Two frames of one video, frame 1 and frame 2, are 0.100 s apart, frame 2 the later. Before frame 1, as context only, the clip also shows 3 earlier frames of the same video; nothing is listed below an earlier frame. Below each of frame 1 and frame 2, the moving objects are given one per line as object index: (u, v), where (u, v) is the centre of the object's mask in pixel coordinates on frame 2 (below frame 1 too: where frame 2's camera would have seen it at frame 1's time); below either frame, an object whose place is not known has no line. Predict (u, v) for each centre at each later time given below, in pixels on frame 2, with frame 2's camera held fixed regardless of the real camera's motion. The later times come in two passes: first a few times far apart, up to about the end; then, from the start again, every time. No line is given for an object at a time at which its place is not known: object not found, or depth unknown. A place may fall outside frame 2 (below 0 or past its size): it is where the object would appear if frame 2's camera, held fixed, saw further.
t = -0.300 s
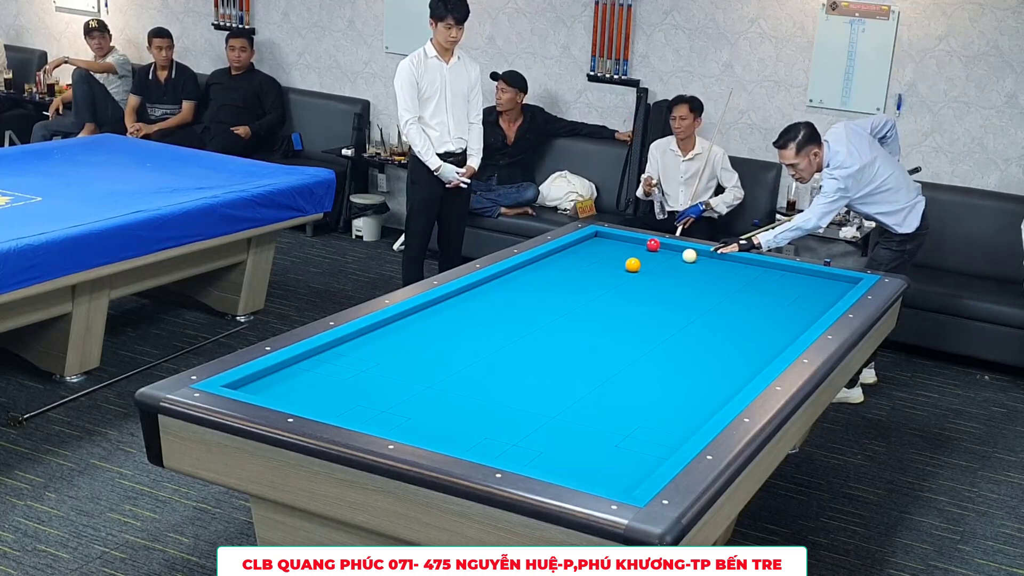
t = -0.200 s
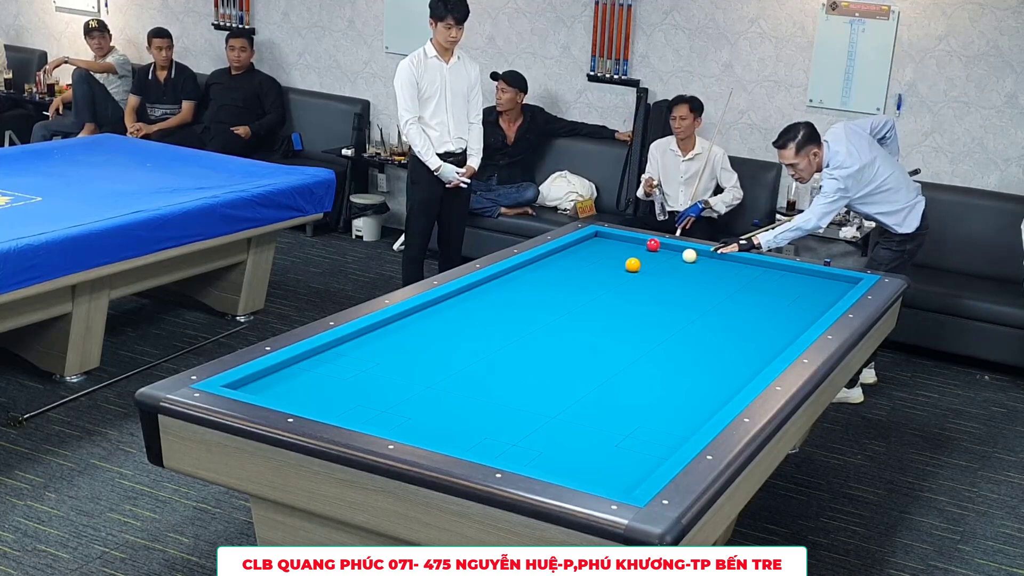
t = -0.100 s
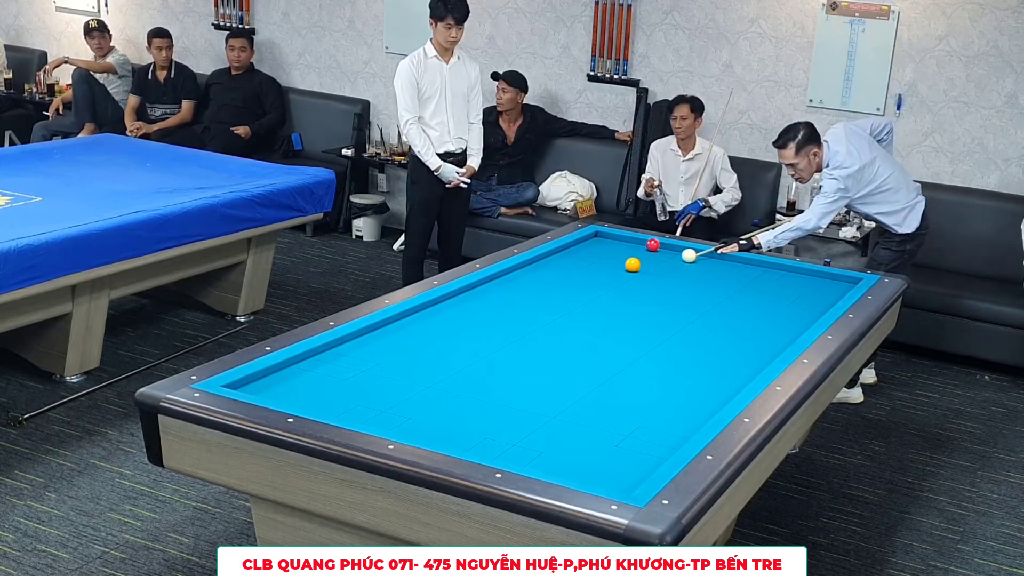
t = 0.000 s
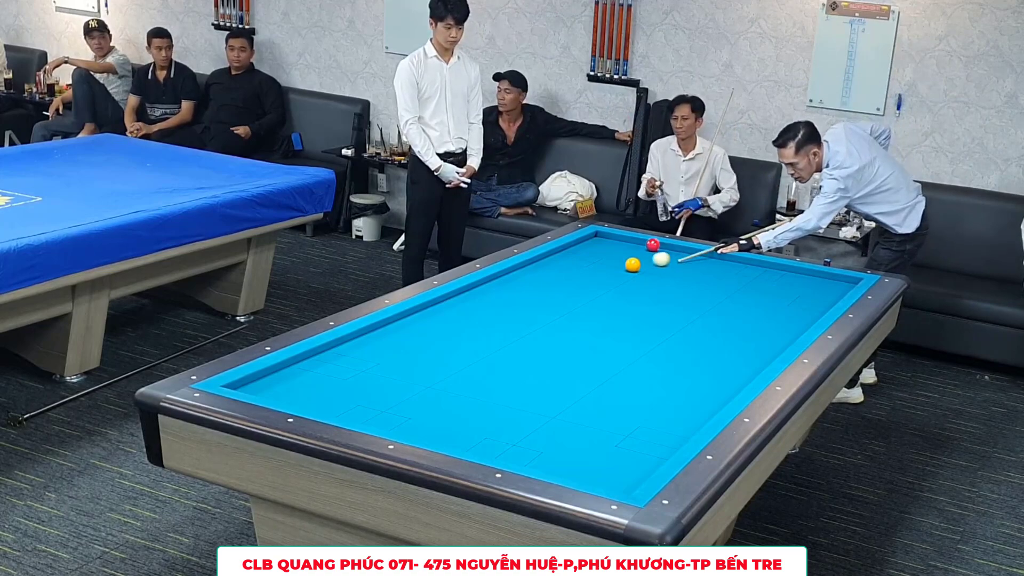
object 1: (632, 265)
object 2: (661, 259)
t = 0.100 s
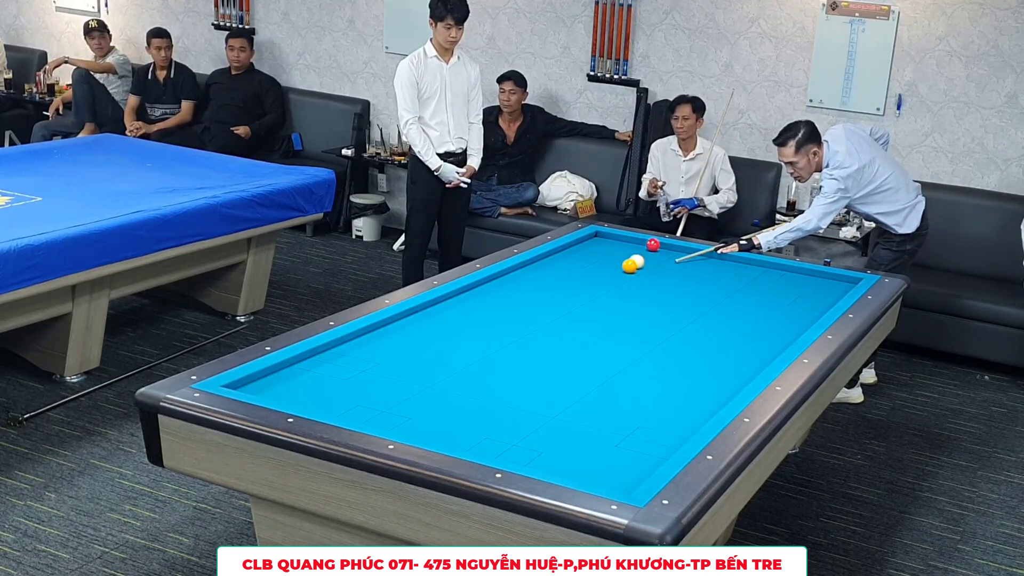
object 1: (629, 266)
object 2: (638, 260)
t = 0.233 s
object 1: (612, 273)
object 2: (624, 259)
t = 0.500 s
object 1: (579, 287)
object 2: (606, 254)
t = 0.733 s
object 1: (549, 299)
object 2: (590, 250)
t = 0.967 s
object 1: (516, 313)
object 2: (575, 246)
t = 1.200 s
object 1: (480, 328)
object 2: (582, 246)
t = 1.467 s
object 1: (435, 346)
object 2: (595, 246)
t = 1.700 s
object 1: (391, 365)
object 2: (606, 246)
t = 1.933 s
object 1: (343, 384)
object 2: (617, 246)
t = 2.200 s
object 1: (300, 400)
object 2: (629, 246)
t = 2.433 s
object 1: (327, 386)
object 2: (638, 247)
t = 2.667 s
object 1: (349, 373)
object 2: (647, 247)
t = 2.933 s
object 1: (373, 360)
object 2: (654, 248)
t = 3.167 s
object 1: (391, 349)
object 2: (660, 249)
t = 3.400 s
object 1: (409, 339)
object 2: (666, 250)
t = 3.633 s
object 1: (425, 330)
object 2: (671, 251)
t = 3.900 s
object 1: (442, 320)
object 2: (676, 252)
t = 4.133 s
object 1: (455, 313)
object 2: (680, 252)
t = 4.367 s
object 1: (468, 305)
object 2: (684, 253)
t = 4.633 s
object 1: (482, 298)
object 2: (688, 254)
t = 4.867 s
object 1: (493, 291)
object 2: (691, 254)
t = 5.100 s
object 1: (504, 285)
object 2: (694, 254)
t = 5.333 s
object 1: (514, 280)
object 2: (696, 255)
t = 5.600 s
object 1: (525, 274)
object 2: (698, 255)
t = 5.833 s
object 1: (533, 269)
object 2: (699, 255)
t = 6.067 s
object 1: (542, 265)
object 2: (699, 256)
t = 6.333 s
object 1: (550, 260)
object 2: (700, 256)
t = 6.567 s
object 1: (557, 256)
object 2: (700, 256)
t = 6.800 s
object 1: (565, 252)
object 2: (700, 256)
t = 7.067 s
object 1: (573, 248)
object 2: (700, 256)
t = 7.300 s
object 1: (579, 245)
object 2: (700, 256)
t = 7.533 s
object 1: (585, 242)
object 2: (700, 256)
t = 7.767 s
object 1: (591, 239)
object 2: (700, 256)
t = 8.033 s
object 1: (597, 236)
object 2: (700, 256)
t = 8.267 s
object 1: (599, 234)
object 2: (700, 256)
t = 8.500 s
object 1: (596, 236)
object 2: (700, 256)
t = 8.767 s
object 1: (592, 237)
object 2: (700, 256)
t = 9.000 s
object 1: (589, 239)
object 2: (700, 256)
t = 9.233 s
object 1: (587, 240)
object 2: (700, 256)
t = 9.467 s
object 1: (584, 241)
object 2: (700, 256)
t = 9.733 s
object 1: (582, 242)
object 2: (700, 256)
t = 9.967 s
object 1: (579, 244)
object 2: (700, 256)
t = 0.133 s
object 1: (625, 268)
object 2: (634, 260)
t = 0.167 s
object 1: (620, 270)
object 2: (630, 260)
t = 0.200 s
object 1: (616, 272)
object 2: (627, 259)
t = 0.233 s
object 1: (612, 273)
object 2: (624, 259)
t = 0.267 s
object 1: (608, 275)
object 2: (622, 258)
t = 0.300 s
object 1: (603, 277)
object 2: (619, 258)
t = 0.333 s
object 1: (599, 278)
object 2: (617, 257)
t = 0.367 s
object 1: (596, 280)
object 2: (615, 256)
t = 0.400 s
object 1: (592, 282)
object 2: (613, 256)
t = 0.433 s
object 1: (587, 283)
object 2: (610, 255)
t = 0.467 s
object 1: (583, 285)
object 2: (608, 255)
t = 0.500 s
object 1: (579, 287)
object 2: (606, 254)
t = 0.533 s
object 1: (575, 288)
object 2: (604, 253)
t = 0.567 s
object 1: (571, 290)
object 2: (601, 253)
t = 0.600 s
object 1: (566, 292)
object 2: (599, 252)
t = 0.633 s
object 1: (562, 294)
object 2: (597, 252)
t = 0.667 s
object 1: (557, 296)
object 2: (595, 251)
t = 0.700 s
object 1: (553, 298)
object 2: (593, 251)
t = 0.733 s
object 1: (549, 299)
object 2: (590, 250)
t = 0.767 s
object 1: (544, 301)
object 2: (588, 249)
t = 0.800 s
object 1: (539, 303)
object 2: (586, 249)
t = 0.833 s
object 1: (535, 305)
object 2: (584, 248)
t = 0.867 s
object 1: (530, 307)
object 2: (582, 248)
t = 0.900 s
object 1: (525, 309)
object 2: (580, 247)
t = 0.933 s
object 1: (521, 311)
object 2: (578, 247)
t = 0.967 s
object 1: (516, 313)
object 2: (575, 246)
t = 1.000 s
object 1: (511, 315)
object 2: (574, 246)
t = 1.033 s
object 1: (506, 317)
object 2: (573, 245)
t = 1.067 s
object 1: (501, 319)
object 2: (575, 245)
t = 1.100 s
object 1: (495, 321)
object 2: (577, 245)
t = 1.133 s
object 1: (490, 324)
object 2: (579, 246)
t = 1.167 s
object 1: (485, 326)
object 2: (580, 246)
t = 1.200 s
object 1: (480, 328)
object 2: (582, 246)
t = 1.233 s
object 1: (474, 330)
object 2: (584, 246)
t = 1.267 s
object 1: (469, 332)
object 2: (585, 246)
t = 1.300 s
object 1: (463, 335)
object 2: (587, 246)
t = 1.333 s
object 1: (458, 337)
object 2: (589, 246)
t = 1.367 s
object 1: (452, 339)
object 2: (591, 246)
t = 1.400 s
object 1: (446, 342)
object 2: (592, 246)
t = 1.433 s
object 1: (441, 344)
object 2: (594, 246)
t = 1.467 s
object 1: (435, 346)
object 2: (595, 246)
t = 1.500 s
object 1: (429, 349)
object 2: (597, 246)
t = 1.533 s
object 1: (423, 352)
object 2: (599, 246)
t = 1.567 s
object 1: (416, 354)
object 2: (600, 246)
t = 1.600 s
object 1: (410, 357)
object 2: (602, 246)
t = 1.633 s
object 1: (404, 359)
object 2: (603, 246)
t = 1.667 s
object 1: (398, 362)
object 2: (605, 246)
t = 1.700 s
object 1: (391, 365)
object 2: (606, 246)
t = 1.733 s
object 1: (384, 367)
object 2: (608, 246)
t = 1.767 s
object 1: (378, 370)
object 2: (610, 246)
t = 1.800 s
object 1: (371, 373)
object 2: (611, 246)
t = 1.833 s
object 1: (364, 376)
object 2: (613, 246)
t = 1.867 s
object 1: (357, 378)
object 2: (614, 246)
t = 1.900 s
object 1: (350, 381)
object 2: (616, 246)
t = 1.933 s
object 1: (343, 384)
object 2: (617, 246)
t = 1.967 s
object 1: (335, 387)
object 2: (619, 246)
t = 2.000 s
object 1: (328, 390)
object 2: (620, 246)
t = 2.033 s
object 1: (321, 393)
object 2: (622, 246)
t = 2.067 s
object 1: (313, 397)
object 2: (623, 246)
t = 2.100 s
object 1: (306, 399)
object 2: (624, 246)
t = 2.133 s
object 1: (298, 400)
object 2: (626, 246)
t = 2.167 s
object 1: (295, 401)
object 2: (627, 246)
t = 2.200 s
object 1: (300, 400)
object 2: (629, 246)
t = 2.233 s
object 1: (305, 398)
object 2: (630, 246)
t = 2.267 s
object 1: (309, 396)
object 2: (631, 247)
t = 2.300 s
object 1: (313, 394)
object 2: (633, 247)
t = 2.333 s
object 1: (317, 392)
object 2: (634, 247)
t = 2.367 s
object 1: (320, 390)
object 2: (636, 247)
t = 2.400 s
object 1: (323, 388)
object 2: (637, 247)
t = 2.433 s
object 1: (327, 386)
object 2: (638, 247)
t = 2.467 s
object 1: (330, 384)
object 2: (640, 247)
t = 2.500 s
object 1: (334, 382)
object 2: (641, 247)
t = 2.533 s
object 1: (337, 381)
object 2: (642, 247)
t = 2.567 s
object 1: (340, 379)
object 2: (643, 247)
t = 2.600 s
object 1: (343, 377)
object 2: (645, 247)
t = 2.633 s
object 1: (346, 375)
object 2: (646, 247)
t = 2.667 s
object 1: (349, 373)
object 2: (647, 247)
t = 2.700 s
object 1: (352, 372)
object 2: (648, 247)
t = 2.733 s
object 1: (355, 370)
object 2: (649, 247)
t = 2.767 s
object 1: (358, 368)
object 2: (650, 248)
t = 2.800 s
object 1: (361, 367)
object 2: (650, 248)
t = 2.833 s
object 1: (364, 365)
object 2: (651, 248)
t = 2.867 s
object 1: (367, 363)
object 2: (652, 248)
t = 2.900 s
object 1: (370, 362)
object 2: (653, 248)
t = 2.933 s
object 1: (373, 360)
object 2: (654, 248)
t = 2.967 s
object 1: (375, 358)
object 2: (655, 248)
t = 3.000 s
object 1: (378, 357)
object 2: (656, 248)
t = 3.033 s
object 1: (381, 355)
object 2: (657, 249)
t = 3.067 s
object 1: (383, 354)
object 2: (658, 249)
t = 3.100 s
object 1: (386, 352)
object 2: (659, 249)
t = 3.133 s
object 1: (389, 351)
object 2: (659, 249)
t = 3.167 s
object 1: (391, 349)
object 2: (660, 249)
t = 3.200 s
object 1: (394, 348)
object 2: (661, 249)
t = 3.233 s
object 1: (396, 346)
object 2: (662, 250)
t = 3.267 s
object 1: (399, 345)
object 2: (662, 250)
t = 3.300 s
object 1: (401, 343)
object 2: (663, 250)
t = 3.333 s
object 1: (404, 342)
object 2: (664, 250)
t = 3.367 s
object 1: (406, 341)
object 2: (665, 250)
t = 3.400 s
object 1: (409, 339)
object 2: (666, 250)
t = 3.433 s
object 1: (411, 338)
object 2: (666, 250)
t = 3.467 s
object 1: (413, 337)
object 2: (667, 250)
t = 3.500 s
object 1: (416, 335)
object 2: (668, 250)
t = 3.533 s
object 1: (418, 334)
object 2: (669, 251)
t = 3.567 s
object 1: (420, 333)
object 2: (669, 251)
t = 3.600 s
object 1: (422, 331)
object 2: (670, 251)
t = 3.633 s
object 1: (425, 330)
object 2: (671, 251)
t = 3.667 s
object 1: (427, 329)
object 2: (671, 251)
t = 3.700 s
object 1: (429, 328)
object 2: (672, 251)
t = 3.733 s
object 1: (431, 326)
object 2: (673, 251)
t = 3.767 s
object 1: (433, 325)
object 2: (673, 251)
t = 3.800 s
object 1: (435, 324)
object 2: (674, 251)
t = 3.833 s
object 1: (437, 323)
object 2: (675, 252)
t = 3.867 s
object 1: (440, 321)
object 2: (676, 252)
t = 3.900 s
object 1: (442, 320)
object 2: (676, 252)
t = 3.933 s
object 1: (444, 319)
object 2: (677, 252)
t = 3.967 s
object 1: (446, 318)
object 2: (677, 252)
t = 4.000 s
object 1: (448, 317)
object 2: (678, 252)
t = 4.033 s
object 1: (450, 316)
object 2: (679, 252)
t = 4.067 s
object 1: (452, 315)
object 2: (679, 252)
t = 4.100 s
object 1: (454, 314)
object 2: (680, 252)
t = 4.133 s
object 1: (455, 313)
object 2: (680, 252)
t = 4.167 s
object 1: (457, 312)
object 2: (681, 253)
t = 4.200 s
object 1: (459, 311)
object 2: (682, 253)
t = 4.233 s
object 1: (461, 310)
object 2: (682, 253)
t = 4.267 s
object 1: (463, 308)
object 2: (683, 253)
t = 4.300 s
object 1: (465, 307)
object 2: (683, 253)
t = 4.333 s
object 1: (467, 306)
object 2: (684, 253)
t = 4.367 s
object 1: (468, 305)
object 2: (684, 253)
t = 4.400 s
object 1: (470, 304)
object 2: (685, 253)
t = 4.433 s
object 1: (472, 303)
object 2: (685, 253)
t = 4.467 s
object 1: (473, 302)
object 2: (686, 253)
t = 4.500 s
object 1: (475, 301)
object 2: (686, 253)
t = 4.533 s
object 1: (477, 300)
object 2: (687, 254)
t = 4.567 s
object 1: (479, 299)
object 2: (687, 254)
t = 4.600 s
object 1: (480, 299)
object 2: (688, 254)
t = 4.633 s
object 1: (482, 298)
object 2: (688, 254)
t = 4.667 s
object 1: (484, 297)
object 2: (689, 254)
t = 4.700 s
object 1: (485, 296)
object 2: (689, 254)
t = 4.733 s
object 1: (487, 295)
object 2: (690, 254)
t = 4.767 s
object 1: (488, 294)
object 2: (690, 254)
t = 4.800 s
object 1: (490, 293)
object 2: (690, 254)
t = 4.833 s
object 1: (492, 292)
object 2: (691, 254)
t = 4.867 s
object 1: (493, 291)
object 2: (691, 254)
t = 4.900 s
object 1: (495, 290)
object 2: (692, 254)
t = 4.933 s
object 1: (496, 289)
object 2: (692, 254)
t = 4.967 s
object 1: (498, 289)
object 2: (692, 254)
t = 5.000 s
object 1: (499, 288)
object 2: (693, 254)
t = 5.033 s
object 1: (501, 287)
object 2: (693, 254)
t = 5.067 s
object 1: (502, 286)
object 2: (693, 255)
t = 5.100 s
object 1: (504, 285)
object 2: (694, 254)
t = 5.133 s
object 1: (505, 285)
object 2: (694, 254)
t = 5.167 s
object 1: (507, 284)
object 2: (694, 254)
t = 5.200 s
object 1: (508, 283)
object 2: (695, 255)
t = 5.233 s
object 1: (509, 282)
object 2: (695, 255)
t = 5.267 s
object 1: (511, 281)
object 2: (695, 255)
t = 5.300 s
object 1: (512, 281)
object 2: (696, 255)
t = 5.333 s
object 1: (514, 280)
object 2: (696, 255)
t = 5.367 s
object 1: (515, 279)
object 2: (696, 255)
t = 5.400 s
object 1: (516, 278)
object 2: (696, 255)
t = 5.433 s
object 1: (518, 278)
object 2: (696, 255)
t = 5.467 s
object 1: (519, 277)
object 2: (697, 255)
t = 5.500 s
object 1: (521, 276)
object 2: (697, 255)
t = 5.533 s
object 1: (522, 275)
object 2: (697, 255)
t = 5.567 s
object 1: (523, 275)
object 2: (698, 255)
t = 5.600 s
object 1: (525, 274)
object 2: (698, 255)
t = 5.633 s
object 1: (526, 273)
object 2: (698, 255)
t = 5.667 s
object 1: (527, 273)
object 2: (698, 255)
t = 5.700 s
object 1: (528, 272)
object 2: (698, 255)
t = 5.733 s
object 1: (530, 271)
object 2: (698, 255)
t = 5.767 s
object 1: (531, 270)
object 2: (698, 255)
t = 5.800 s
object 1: (532, 270)
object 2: (699, 255)
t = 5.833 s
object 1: (533, 269)
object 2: (699, 255)
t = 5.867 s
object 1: (535, 268)
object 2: (699, 255)
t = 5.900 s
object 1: (536, 268)
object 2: (699, 255)
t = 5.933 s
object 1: (537, 267)
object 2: (699, 255)
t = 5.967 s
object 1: (538, 267)
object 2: (699, 256)
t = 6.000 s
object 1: (539, 266)
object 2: (699, 256)
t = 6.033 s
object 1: (541, 265)
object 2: (699, 256)
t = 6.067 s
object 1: (542, 265)
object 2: (699, 256)
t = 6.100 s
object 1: (543, 264)
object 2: (700, 256)
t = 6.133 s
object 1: (544, 263)
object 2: (700, 255)
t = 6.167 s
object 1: (545, 263)
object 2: (699, 256)
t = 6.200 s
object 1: (546, 262)
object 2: (699, 256)
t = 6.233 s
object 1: (547, 262)
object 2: (700, 256)
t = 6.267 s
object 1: (548, 261)
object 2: (699, 256)
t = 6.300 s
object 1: (549, 260)
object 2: (700, 256)
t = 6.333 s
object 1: (550, 260)
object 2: (700, 256)
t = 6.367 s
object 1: (551, 259)
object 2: (700, 256)
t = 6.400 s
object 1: (552, 259)
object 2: (700, 256)
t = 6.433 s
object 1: (553, 258)
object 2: (700, 256)
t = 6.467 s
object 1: (555, 257)
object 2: (700, 256)
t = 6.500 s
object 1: (556, 257)
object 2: (700, 256)
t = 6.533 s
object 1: (557, 256)
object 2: (700, 256)
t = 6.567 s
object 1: (557, 256)
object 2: (700, 256)
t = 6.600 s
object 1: (559, 255)
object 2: (700, 256)
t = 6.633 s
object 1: (559, 255)
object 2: (700, 256)
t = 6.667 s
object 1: (561, 254)
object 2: (700, 256)
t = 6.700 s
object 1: (562, 254)
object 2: (700, 256)
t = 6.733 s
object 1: (563, 253)
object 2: (700, 256)
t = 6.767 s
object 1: (564, 253)
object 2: (700, 256)
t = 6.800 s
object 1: (565, 252)
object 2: (700, 256)
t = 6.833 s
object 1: (566, 252)
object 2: (700, 256)
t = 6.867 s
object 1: (567, 251)
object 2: (700, 256)
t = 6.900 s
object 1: (568, 251)
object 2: (700, 256)
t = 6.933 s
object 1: (569, 250)
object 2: (700, 256)
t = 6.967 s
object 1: (569, 250)
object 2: (700, 256)
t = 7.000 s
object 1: (570, 249)
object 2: (700, 256)
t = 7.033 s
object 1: (572, 248)
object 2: (700, 256)
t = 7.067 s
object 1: (573, 248)
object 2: (700, 256)
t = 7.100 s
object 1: (574, 248)
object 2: (700, 256)
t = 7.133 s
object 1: (574, 247)
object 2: (700, 256)
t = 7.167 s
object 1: (575, 247)
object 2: (700, 256)
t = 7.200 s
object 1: (576, 246)
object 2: (700, 256)
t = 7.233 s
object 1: (577, 246)
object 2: (700, 256)
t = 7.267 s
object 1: (578, 245)
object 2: (700, 256)
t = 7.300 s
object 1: (579, 245)
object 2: (700, 256)
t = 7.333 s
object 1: (580, 244)
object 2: (700, 256)
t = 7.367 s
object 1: (581, 244)
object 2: (700, 256)
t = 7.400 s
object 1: (582, 244)
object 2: (700, 256)
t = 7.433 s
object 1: (583, 243)
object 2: (700, 256)
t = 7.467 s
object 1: (584, 242)
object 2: (700, 256)
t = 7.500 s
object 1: (584, 242)
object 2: (700, 256)
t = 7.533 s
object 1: (585, 242)
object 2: (700, 256)
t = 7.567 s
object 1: (586, 241)
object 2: (700, 256)
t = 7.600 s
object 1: (587, 241)
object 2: (700, 256)
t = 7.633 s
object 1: (588, 240)
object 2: (700, 256)
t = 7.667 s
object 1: (588, 240)
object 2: (700, 256)
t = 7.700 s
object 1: (589, 240)
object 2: (700, 256)
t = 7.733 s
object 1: (590, 239)
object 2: (700, 256)
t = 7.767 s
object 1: (591, 239)
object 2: (700, 256)
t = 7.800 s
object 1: (592, 238)
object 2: (700, 256)
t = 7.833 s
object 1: (593, 238)
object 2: (700, 256)
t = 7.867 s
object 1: (593, 237)
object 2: (700, 256)
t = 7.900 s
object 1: (594, 237)
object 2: (700, 256)
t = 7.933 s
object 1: (595, 237)
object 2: (700, 256)
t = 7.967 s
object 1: (596, 236)
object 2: (700, 256)
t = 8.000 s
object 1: (596, 236)
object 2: (700, 256)
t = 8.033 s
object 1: (597, 236)
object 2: (700, 256)
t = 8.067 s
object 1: (598, 235)
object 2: (700, 256)
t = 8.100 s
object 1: (599, 235)
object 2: (700, 256)
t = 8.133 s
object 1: (599, 234)
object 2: (700, 256)
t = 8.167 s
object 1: (600, 234)
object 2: (700, 256)
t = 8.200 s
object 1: (600, 234)
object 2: (700, 256)
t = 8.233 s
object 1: (600, 234)
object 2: (700, 256)
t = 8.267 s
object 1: (599, 234)
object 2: (700, 256)
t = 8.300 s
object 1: (599, 234)
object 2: (700, 256)
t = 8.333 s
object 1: (598, 235)
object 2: (700, 256)
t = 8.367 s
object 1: (598, 235)
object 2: (700, 256)
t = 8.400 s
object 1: (597, 235)
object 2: (700, 256)
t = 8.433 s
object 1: (597, 235)
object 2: (700, 256)
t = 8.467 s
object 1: (596, 235)
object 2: (700, 256)
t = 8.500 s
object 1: (596, 236)
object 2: (700, 256)
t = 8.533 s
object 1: (595, 236)
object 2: (700, 256)
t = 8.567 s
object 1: (595, 236)
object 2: (700, 256)
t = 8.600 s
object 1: (594, 236)
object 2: (700, 256)
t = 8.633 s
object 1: (594, 236)
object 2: (700, 256)
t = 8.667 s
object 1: (593, 237)
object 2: (700, 256)
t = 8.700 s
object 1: (593, 237)
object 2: (700, 256)
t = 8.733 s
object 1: (592, 237)
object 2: (700, 256)
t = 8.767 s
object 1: (592, 237)
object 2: (700, 256)
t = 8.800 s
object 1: (591, 237)
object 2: (700, 256)
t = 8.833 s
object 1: (591, 238)
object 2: (700, 256)
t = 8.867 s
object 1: (590, 238)
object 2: (700, 256)
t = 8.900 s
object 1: (590, 238)
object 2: (700, 256)
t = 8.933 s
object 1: (590, 238)
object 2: (700, 256)
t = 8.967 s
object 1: (589, 238)
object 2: (700, 256)
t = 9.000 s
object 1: (589, 239)
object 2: (700, 256)
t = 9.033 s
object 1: (589, 239)
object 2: (700, 256)
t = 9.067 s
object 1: (588, 239)
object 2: (700, 256)
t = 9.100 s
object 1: (588, 239)
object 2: (700, 256)
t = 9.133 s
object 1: (588, 239)
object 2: (700, 256)
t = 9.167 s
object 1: (587, 240)
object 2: (700, 256)
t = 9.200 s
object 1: (587, 240)
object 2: (700, 256)
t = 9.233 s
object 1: (587, 240)
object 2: (700, 256)
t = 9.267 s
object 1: (586, 240)
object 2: (700, 256)
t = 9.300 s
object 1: (586, 240)
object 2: (700, 256)
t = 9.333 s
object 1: (585, 240)
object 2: (700, 256)
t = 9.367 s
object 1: (585, 241)
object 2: (700, 256)
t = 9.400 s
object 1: (585, 241)
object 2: (700, 256)
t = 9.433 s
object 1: (584, 241)
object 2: (700, 256)
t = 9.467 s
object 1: (584, 241)
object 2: (700, 256)
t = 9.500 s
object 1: (584, 241)
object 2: (700, 256)
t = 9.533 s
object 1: (583, 242)
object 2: (700, 256)
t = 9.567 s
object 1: (583, 242)
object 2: (700, 256)
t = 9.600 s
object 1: (583, 242)
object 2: (700, 256)
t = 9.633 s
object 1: (582, 242)
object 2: (700, 256)
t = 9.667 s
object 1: (582, 242)
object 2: (700, 256)
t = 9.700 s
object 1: (582, 242)
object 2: (700, 256)
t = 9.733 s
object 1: (582, 242)
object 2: (700, 256)
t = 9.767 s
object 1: (581, 243)
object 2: (700, 256)
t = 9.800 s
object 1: (581, 243)
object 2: (700, 256)
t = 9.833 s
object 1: (580, 243)
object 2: (700, 256)
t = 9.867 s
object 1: (580, 243)
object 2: (700, 256)
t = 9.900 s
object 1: (580, 243)
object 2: (700, 256)
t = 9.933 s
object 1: (580, 243)
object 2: (700, 256)
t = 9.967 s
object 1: (579, 244)
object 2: (700, 256)
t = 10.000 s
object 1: (579, 244)
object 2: (700, 255)
